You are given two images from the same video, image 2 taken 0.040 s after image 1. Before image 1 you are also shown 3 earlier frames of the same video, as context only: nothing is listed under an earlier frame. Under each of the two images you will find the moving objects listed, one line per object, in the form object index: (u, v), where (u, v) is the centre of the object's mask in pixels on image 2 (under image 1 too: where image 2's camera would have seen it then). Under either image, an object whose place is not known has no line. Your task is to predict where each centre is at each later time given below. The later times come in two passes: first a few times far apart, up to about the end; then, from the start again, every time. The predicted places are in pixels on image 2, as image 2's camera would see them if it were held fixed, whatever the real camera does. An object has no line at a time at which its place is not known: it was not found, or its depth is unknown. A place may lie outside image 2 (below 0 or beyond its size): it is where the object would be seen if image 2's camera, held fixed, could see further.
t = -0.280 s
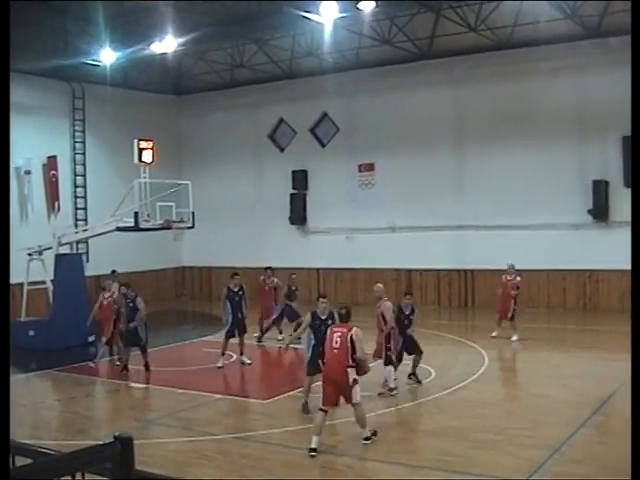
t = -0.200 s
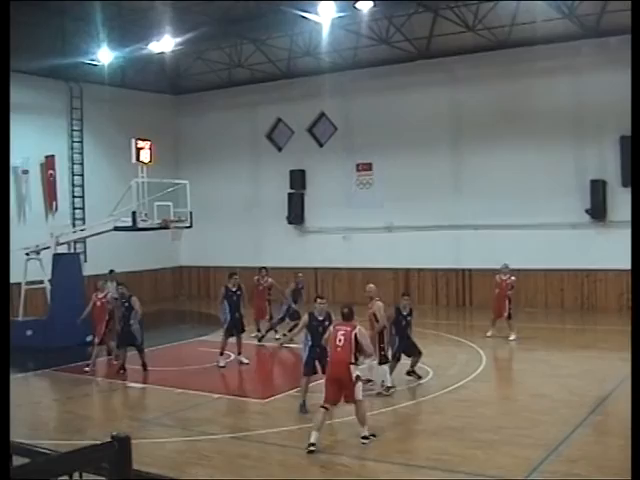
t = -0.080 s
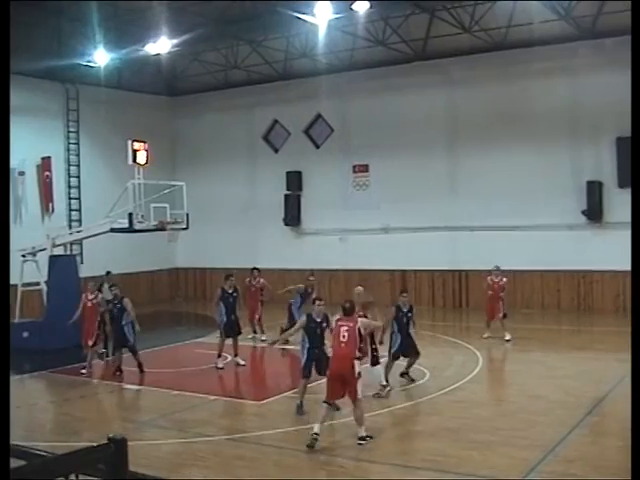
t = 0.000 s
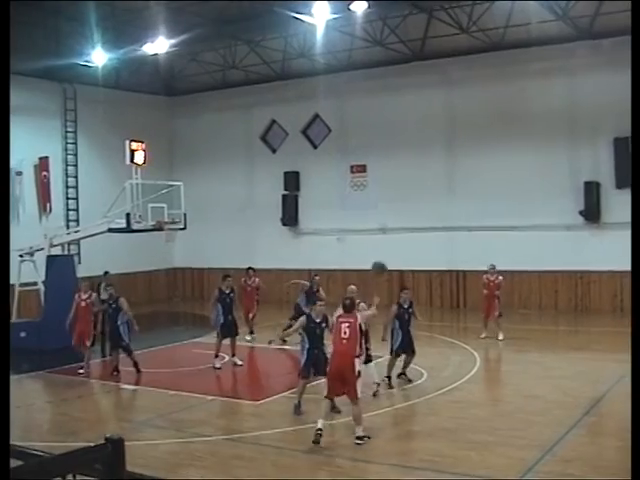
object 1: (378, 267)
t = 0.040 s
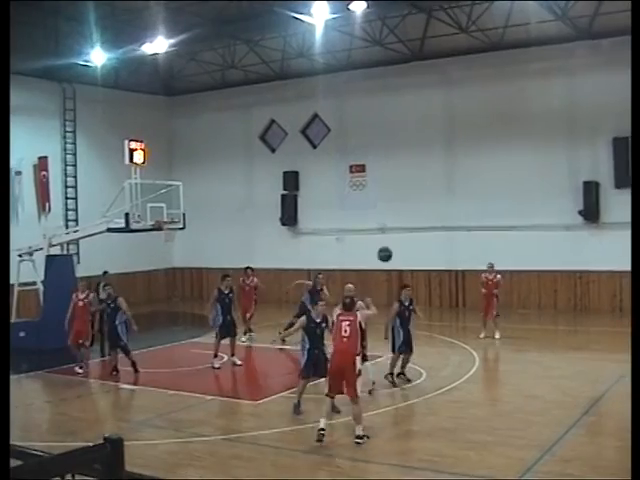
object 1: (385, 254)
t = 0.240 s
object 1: (413, 207)
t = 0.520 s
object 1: (443, 190)
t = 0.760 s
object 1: (464, 205)
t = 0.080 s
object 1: (392, 242)
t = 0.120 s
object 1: (397, 230)
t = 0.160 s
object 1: (402, 221)
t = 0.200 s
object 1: (408, 214)
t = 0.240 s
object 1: (413, 207)
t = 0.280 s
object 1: (418, 201)
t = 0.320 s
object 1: (422, 197)
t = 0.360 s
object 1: (427, 194)
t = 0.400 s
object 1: (431, 192)
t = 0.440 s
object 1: (435, 190)
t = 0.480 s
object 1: (439, 190)
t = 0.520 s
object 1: (443, 190)
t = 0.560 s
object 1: (447, 191)
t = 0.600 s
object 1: (451, 193)
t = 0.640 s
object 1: (454, 195)
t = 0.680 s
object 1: (458, 198)
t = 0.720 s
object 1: (461, 202)
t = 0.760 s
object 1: (464, 205)
